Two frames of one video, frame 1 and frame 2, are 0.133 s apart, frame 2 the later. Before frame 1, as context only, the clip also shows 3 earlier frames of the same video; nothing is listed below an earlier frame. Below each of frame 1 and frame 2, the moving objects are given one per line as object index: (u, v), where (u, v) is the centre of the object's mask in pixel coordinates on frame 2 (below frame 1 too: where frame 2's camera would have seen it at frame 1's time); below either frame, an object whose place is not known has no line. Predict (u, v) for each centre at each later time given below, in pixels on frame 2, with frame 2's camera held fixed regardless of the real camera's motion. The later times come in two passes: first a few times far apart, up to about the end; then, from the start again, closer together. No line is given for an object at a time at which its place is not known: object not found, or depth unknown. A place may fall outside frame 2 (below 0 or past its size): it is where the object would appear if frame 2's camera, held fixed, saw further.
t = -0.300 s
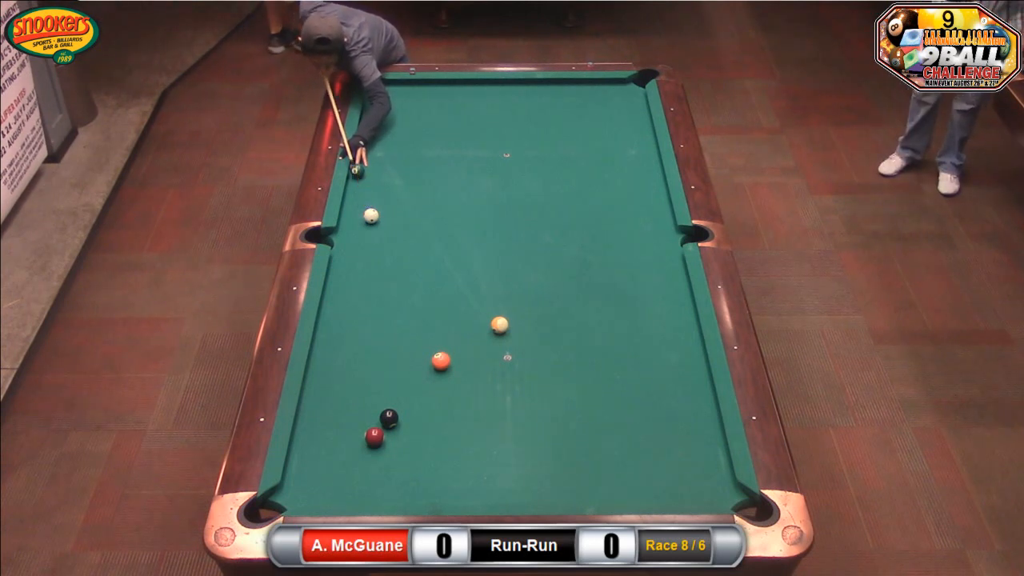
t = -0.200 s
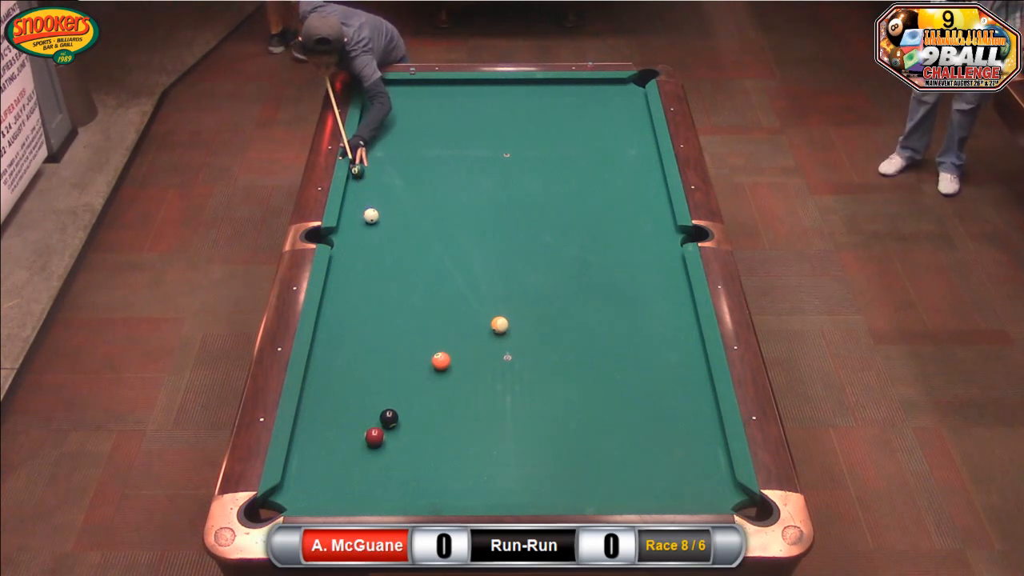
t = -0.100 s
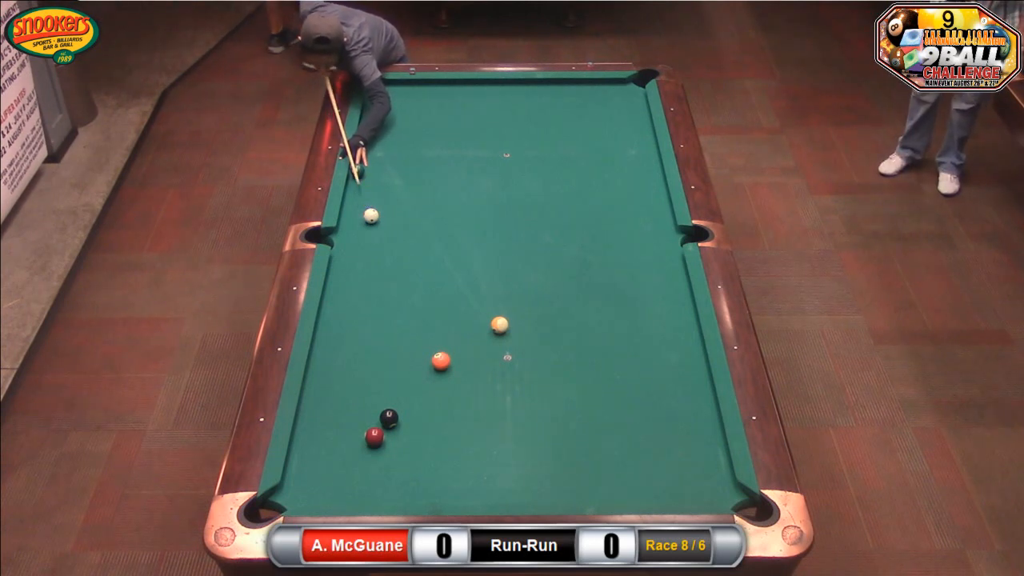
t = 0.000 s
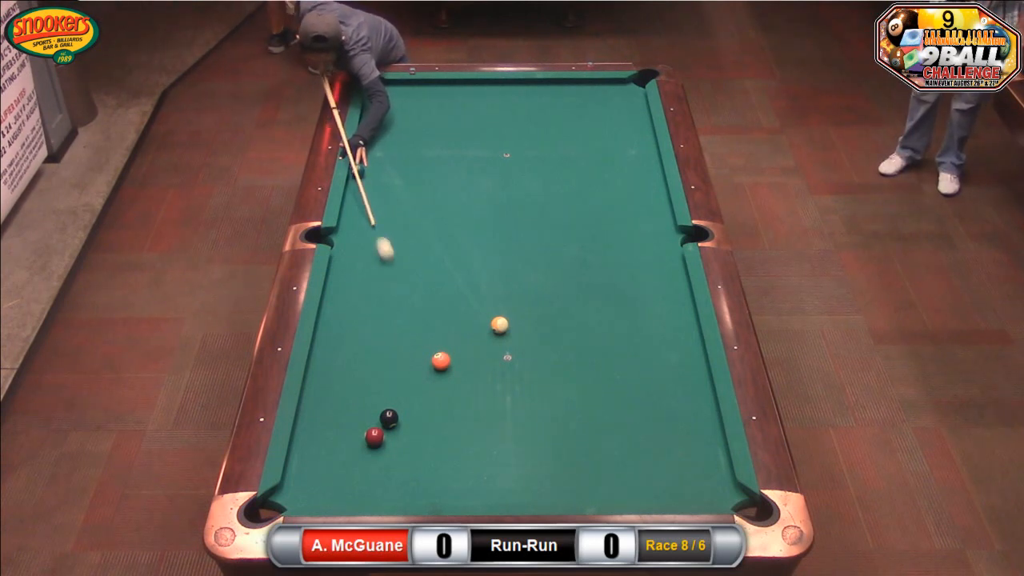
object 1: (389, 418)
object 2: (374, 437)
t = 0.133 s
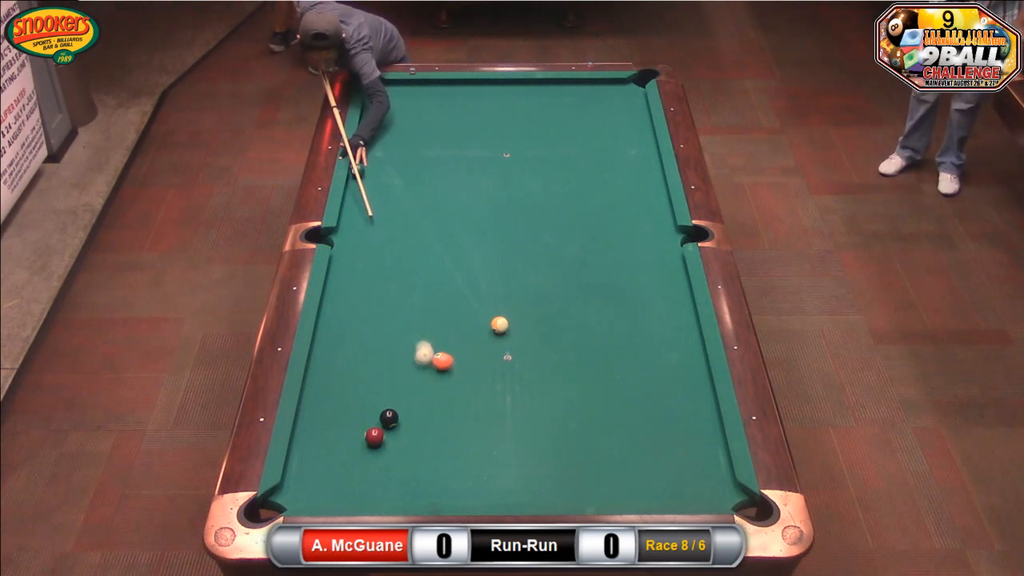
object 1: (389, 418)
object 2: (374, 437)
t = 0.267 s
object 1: (389, 418)
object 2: (374, 437)
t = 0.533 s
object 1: (389, 418)
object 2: (374, 437)
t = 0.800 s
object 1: (389, 418)
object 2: (374, 437)
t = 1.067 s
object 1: (389, 418)
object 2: (374, 437)
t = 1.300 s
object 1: (389, 418)
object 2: (374, 437)
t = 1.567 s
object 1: (384, 408)
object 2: (355, 444)
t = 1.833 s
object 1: (374, 388)
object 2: (316, 458)
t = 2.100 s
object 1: (366, 370)
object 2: (300, 471)
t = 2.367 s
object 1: (358, 353)
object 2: (320, 479)
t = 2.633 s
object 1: (351, 338)
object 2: (340, 488)
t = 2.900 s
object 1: (345, 325)
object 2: (357, 494)
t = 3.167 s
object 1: (340, 313)
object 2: (370, 493)
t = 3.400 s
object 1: (335, 304)
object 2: (379, 491)
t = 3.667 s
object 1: (331, 295)
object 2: (387, 489)
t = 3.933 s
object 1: (333, 288)
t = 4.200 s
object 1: (337, 283)
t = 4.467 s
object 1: (340, 279)
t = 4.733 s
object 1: (343, 276)
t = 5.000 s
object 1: (344, 272)
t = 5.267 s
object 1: (344, 271)
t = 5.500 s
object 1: (344, 274)
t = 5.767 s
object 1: (344, 274)
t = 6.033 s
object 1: (344, 274)
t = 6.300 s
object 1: (344, 274)
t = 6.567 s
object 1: (344, 274)
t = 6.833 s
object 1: (344, 273)
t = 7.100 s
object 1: (344, 273)
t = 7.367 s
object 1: (344, 273)
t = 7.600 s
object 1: (344, 273)
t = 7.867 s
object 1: (344, 273)
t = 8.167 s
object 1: (344, 273)
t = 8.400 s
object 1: (344, 273)
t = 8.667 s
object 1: (344, 273)
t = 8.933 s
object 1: (344, 273)
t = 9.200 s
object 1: (344, 273)
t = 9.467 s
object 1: (344, 273)
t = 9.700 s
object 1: (344, 273)
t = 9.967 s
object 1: (344, 273)
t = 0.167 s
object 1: (389, 418)
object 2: (374, 437)
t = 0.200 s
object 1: (389, 418)
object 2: (374, 437)
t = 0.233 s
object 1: (389, 418)
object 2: (374, 437)
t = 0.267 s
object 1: (389, 418)
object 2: (374, 437)
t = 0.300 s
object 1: (389, 418)
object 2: (374, 437)
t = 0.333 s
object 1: (389, 418)
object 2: (374, 437)
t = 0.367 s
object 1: (389, 418)
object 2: (374, 437)
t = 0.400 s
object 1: (389, 418)
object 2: (374, 437)
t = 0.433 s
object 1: (389, 418)
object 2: (374, 437)
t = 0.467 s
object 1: (389, 418)
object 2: (374, 437)
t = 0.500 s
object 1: (389, 418)
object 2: (374, 437)
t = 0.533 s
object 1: (389, 418)
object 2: (374, 437)
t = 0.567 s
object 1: (389, 418)
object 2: (374, 437)
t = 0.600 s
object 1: (389, 418)
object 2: (374, 437)
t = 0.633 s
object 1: (389, 418)
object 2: (374, 437)
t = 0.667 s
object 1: (389, 418)
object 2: (374, 437)
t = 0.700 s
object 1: (389, 418)
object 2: (374, 437)
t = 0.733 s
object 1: (389, 418)
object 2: (374, 437)
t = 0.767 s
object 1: (389, 418)
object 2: (374, 437)
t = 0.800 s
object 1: (389, 418)
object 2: (374, 437)
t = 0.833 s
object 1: (389, 418)
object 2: (374, 437)
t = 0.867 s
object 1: (389, 418)
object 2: (374, 437)
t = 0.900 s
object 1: (389, 418)
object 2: (374, 437)
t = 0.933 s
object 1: (389, 418)
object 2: (374, 437)
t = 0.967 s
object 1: (389, 418)
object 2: (374, 437)
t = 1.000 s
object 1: (389, 418)
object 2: (374, 437)
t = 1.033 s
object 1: (389, 418)
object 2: (374, 437)
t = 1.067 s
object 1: (389, 418)
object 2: (374, 437)
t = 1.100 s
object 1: (389, 418)
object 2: (374, 437)
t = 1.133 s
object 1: (389, 418)
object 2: (374, 437)
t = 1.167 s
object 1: (389, 418)
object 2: (374, 437)
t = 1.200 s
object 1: (389, 418)
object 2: (374, 437)
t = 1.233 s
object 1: (389, 418)
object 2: (374, 437)
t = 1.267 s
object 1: (389, 418)
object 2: (374, 437)
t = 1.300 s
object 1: (389, 418)
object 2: (374, 437)
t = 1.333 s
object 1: (389, 418)
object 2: (374, 437)
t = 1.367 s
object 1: (389, 418)
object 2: (374, 436)
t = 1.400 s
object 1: (389, 418)
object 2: (374, 437)
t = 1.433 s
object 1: (388, 417)
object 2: (374, 437)
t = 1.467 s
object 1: (388, 415)
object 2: (372, 437)
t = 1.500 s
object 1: (386, 412)
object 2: (365, 439)
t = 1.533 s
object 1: (385, 410)
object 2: (360, 442)
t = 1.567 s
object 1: (384, 408)
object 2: (355, 444)
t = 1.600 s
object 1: (383, 405)
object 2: (350, 445)
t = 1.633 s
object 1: (381, 403)
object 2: (345, 448)
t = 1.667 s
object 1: (380, 400)
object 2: (340, 450)
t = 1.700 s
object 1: (379, 398)
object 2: (336, 451)
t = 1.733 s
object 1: (378, 395)
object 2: (331, 453)
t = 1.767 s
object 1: (377, 393)
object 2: (326, 454)
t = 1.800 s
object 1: (375, 390)
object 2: (321, 457)
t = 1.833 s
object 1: (374, 388)
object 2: (316, 458)
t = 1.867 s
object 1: (373, 385)
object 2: (312, 460)
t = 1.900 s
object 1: (372, 383)
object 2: (307, 462)
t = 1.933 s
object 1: (371, 381)
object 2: (303, 464)
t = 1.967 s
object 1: (370, 378)
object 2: (297, 465)
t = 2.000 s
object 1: (369, 376)
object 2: (293, 467)
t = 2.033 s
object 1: (368, 374)
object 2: (295, 469)
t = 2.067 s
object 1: (367, 372)
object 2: (298, 470)
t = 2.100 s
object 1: (366, 370)
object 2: (300, 471)
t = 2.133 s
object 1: (365, 367)
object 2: (303, 472)
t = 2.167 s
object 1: (364, 365)
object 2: (306, 473)
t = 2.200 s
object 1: (363, 363)
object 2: (308, 474)
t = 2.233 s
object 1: (362, 361)
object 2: (310, 475)
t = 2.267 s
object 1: (361, 359)
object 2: (313, 476)
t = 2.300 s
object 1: (360, 357)
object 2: (316, 477)
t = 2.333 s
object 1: (359, 355)
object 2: (318, 478)
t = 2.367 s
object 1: (358, 353)
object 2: (320, 479)
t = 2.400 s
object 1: (357, 351)
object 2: (323, 480)
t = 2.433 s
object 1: (356, 349)
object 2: (326, 481)
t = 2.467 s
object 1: (355, 347)
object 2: (328, 482)
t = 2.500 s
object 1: (355, 345)
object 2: (330, 483)
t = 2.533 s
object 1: (354, 343)
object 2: (333, 485)
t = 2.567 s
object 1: (353, 342)
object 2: (335, 486)
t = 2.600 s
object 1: (352, 340)
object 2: (337, 487)
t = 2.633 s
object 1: (351, 338)
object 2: (340, 488)
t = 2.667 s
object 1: (350, 337)
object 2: (342, 489)
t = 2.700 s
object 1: (350, 335)
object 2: (344, 490)
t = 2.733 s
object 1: (349, 333)
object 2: (346, 491)
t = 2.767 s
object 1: (348, 331)
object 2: (348, 491)
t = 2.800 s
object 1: (347, 329)
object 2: (351, 492)
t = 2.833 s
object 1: (346, 328)
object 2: (353, 492)
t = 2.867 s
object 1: (346, 327)
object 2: (355, 493)
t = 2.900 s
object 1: (345, 325)
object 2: (357, 494)
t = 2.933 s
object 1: (344, 323)
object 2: (359, 494)
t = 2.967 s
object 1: (343, 322)
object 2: (361, 495)
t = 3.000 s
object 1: (343, 320)
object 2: (363, 495)
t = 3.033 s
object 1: (342, 319)
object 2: (365, 495)
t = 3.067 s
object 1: (341, 317)
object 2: (366, 494)
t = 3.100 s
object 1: (341, 316)
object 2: (367, 494)
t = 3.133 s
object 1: (340, 314)
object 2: (369, 494)
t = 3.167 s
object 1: (340, 313)
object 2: (370, 493)
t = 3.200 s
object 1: (339, 312)
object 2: (372, 493)
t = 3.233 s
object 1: (338, 311)
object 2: (373, 493)
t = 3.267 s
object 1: (338, 309)
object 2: (374, 492)
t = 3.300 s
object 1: (337, 308)
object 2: (376, 492)
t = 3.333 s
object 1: (337, 306)
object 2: (377, 492)
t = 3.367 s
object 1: (336, 305)
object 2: (378, 492)
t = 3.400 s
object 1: (335, 304)
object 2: (379, 491)
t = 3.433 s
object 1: (334, 302)
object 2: (380, 491)
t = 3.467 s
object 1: (334, 301)
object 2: (382, 491)
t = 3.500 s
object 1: (333, 300)
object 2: (383, 491)
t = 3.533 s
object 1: (333, 299)
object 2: (384, 490)
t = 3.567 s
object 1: (332, 298)
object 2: (385, 490)
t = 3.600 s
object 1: (332, 297)
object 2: (386, 490)
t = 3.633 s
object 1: (332, 296)
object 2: (393, 491)
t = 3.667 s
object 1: (331, 295)
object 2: (387, 489)
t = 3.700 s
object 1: (331, 294)
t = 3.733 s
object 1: (330, 293)
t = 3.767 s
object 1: (330, 292)
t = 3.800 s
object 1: (331, 291)
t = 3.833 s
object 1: (332, 290)
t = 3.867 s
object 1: (332, 289)
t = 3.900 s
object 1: (333, 289)
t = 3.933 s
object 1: (333, 288)
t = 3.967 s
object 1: (334, 287)
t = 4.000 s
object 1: (335, 287)
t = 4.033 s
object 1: (335, 286)
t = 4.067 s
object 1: (335, 285)
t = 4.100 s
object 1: (336, 285)
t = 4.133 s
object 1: (336, 284)
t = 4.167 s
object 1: (337, 284)
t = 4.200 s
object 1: (337, 283)
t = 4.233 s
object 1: (338, 282)
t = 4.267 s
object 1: (338, 282)
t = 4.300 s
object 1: (338, 281)
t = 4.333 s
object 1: (339, 281)
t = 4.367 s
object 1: (339, 280)
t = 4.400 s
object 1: (340, 280)
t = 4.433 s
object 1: (340, 280)
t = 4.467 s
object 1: (340, 279)
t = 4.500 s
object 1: (341, 279)
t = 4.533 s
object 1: (341, 279)
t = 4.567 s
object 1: (341, 278)
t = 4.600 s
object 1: (342, 278)
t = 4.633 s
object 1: (342, 278)
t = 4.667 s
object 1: (342, 277)
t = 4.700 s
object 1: (342, 277)
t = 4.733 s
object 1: (343, 276)
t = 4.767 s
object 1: (343, 276)
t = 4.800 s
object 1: (343, 275)
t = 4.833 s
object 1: (343, 274)
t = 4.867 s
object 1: (343, 274)
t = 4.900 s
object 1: (343, 273)
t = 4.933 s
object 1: (344, 273)
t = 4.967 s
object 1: (344, 273)
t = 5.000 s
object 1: (344, 272)
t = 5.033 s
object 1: (344, 272)
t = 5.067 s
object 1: (344, 272)
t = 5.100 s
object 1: (344, 271)
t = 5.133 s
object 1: (344, 271)
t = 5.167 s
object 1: (344, 271)
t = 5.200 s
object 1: (344, 271)
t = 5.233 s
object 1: (344, 271)
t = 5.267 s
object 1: (344, 271)
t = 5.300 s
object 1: (344, 271)
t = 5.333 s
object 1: (344, 271)
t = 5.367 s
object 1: (344, 272)
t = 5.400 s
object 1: (344, 273)
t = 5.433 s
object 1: (344, 274)
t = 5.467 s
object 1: (344, 274)
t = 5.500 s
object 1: (344, 274)
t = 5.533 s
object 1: (344, 274)
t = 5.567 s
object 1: (344, 274)
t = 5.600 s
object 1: (344, 274)
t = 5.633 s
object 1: (344, 274)
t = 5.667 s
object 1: (344, 274)
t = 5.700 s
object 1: (344, 274)
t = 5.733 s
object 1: (344, 274)
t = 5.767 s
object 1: (344, 274)
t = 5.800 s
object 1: (344, 274)
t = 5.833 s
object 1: (344, 274)
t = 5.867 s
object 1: (344, 274)
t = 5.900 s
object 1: (344, 274)
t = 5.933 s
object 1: (344, 274)
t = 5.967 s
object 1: (344, 274)
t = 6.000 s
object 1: (344, 274)
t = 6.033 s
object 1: (344, 274)
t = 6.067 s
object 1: (344, 274)
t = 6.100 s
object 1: (344, 274)
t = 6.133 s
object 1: (344, 274)
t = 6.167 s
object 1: (344, 274)
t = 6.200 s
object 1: (344, 274)
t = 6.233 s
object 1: (344, 274)
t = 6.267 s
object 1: (344, 274)
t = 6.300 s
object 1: (344, 274)
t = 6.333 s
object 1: (344, 274)
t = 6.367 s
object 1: (344, 274)
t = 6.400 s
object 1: (344, 274)
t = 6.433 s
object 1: (344, 274)
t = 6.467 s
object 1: (345, 274)
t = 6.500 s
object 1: (345, 274)
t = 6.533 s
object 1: (344, 274)
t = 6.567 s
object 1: (344, 274)
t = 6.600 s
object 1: (344, 274)
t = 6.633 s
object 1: (344, 274)
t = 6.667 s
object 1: (344, 274)
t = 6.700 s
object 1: (344, 274)
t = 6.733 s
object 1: (344, 274)
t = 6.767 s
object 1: (344, 273)
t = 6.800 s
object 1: (344, 273)
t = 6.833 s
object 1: (344, 273)
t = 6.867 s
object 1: (344, 273)
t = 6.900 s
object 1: (344, 273)
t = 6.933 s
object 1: (344, 273)
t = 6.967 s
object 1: (344, 273)
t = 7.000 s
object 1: (344, 273)
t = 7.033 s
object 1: (344, 273)
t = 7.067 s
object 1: (344, 273)
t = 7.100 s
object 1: (344, 273)
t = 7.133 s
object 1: (344, 273)
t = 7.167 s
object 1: (344, 273)
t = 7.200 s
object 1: (344, 273)
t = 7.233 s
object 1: (344, 273)
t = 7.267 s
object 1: (344, 273)
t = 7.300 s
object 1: (344, 273)
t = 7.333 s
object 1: (344, 273)
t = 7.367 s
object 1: (344, 273)
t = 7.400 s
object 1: (344, 273)
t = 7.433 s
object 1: (344, 273)
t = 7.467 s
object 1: (344, 273)
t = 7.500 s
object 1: (344, 273)
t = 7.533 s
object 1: (344, 273)
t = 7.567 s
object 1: (344, 273)
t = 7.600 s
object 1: (344, 273)
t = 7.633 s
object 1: (344, 273)
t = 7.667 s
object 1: (344, 273)
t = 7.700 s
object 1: (344, 273)
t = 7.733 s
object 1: (344, 273)
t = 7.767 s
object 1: (344, 273)
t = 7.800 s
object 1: (344, 273)
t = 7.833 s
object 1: (344, 273)
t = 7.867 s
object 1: (344, 273)
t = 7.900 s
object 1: (344, 273)
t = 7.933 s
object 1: (344, 273)
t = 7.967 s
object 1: (344, 273)
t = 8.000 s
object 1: (344, 273)
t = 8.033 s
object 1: (344, 273)
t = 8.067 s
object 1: (344, 273)
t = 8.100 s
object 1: (344, 273)
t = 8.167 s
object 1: (344, 273)
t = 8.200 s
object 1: (344, 273)
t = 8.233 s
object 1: (344, 273)
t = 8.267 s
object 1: (344, 273)
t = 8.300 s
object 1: (344, 273)
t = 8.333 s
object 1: (344, 273)
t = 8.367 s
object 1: (344, 273)
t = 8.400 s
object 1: (344, 273)
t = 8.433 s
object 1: (344, 273)
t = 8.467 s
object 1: (344, 273)
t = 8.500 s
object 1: (344, 273)
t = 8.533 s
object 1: (344, 273)
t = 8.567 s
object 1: (344, 273)
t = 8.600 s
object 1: (344, 273)
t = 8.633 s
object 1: (344, 273)
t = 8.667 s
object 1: (344, 273)
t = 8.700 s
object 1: (344, 273)
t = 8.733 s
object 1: (344, 273)
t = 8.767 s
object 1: (344, 273)
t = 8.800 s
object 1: (344, 273)
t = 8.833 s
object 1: (344, 273)
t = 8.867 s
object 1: (344, 273)
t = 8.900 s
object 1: (344, 273)
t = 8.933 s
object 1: (344, 273)
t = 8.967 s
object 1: (344, 273)
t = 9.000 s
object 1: (344, 273)
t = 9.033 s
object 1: (344, 273)
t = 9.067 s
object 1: (344, 273)
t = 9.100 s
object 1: (344, 273)
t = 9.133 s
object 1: (344, 273)
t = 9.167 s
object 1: (344, 273)
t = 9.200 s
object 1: (344, 273)
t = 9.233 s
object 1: (344, 273)
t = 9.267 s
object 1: (344, 273)
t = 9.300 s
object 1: (344, 273)
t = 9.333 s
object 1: (344, 273)
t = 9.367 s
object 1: (344, 273)
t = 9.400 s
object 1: (344, 273)
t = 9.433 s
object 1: (344, 273)
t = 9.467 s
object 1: (344, 273)
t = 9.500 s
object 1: (344, 273)
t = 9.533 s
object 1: (344, 273)
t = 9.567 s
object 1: (344, 273)
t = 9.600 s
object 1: (344, 273)
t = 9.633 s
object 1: (344, 273)
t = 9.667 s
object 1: (344, 273)
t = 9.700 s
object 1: (344, 273)
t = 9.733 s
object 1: (344, 273)
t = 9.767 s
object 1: (344, 273)
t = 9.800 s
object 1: (344, 273)
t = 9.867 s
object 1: (344, 273)
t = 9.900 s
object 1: (344, 273)
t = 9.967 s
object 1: (344, 273)
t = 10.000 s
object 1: (344, 273)
